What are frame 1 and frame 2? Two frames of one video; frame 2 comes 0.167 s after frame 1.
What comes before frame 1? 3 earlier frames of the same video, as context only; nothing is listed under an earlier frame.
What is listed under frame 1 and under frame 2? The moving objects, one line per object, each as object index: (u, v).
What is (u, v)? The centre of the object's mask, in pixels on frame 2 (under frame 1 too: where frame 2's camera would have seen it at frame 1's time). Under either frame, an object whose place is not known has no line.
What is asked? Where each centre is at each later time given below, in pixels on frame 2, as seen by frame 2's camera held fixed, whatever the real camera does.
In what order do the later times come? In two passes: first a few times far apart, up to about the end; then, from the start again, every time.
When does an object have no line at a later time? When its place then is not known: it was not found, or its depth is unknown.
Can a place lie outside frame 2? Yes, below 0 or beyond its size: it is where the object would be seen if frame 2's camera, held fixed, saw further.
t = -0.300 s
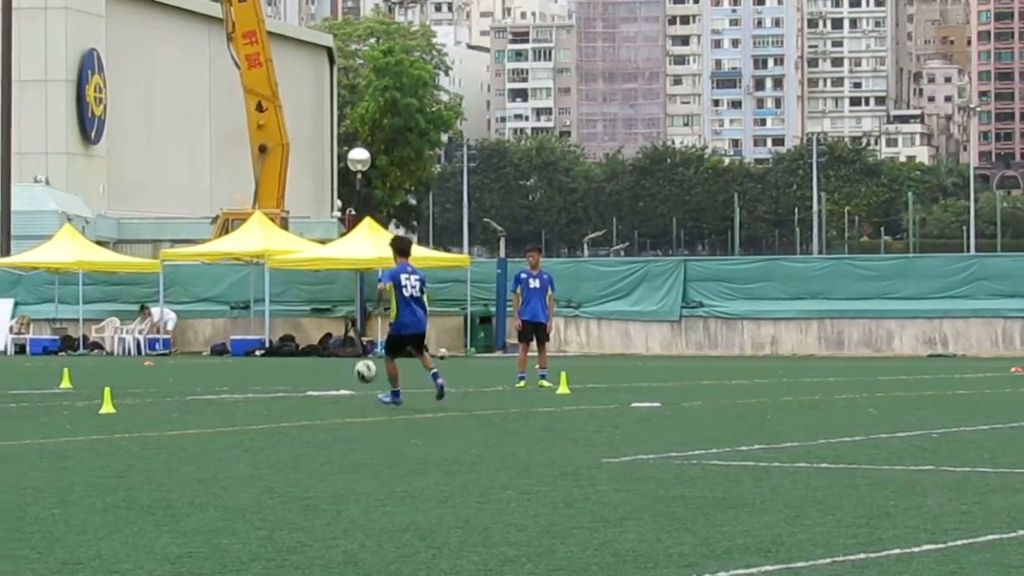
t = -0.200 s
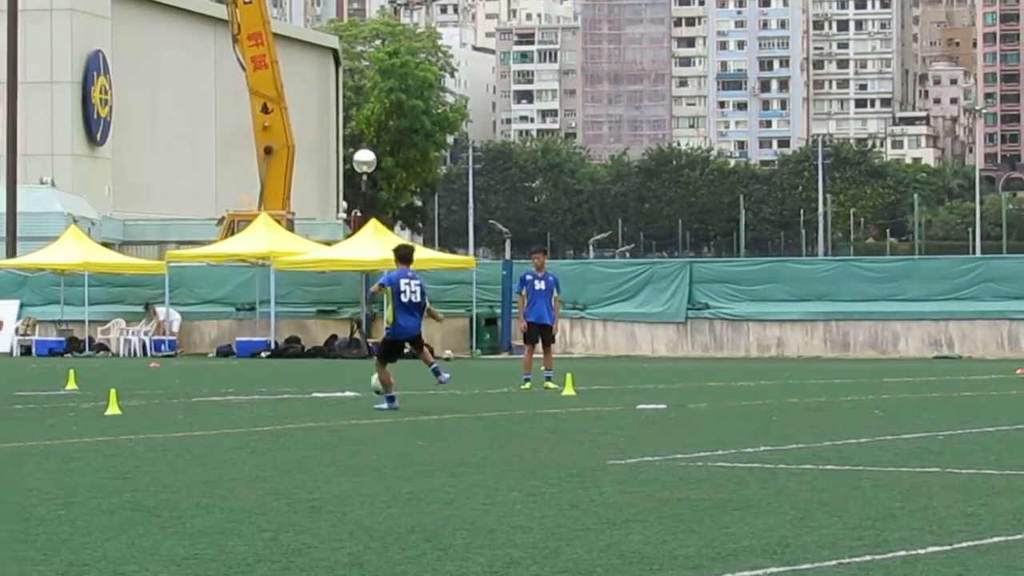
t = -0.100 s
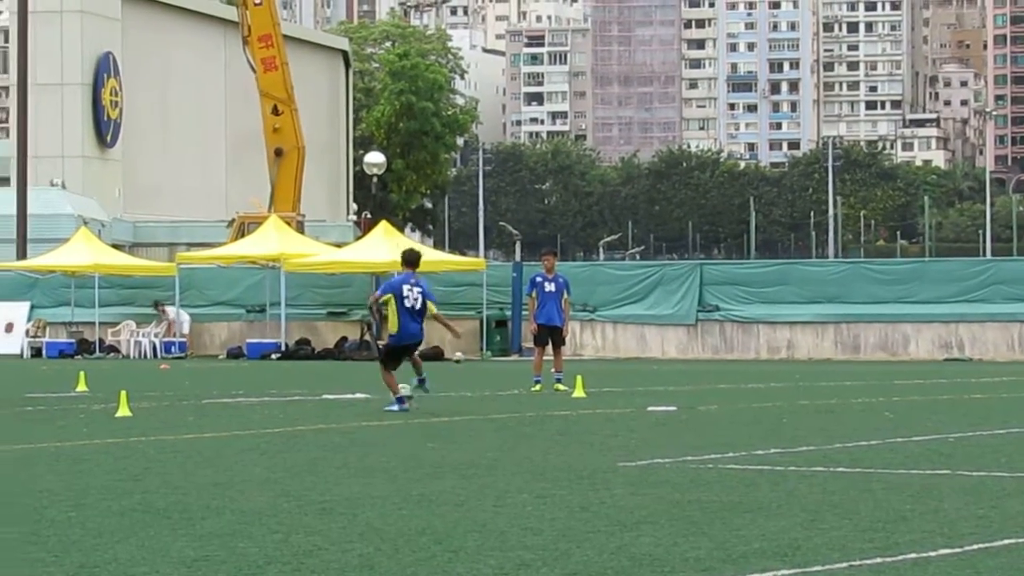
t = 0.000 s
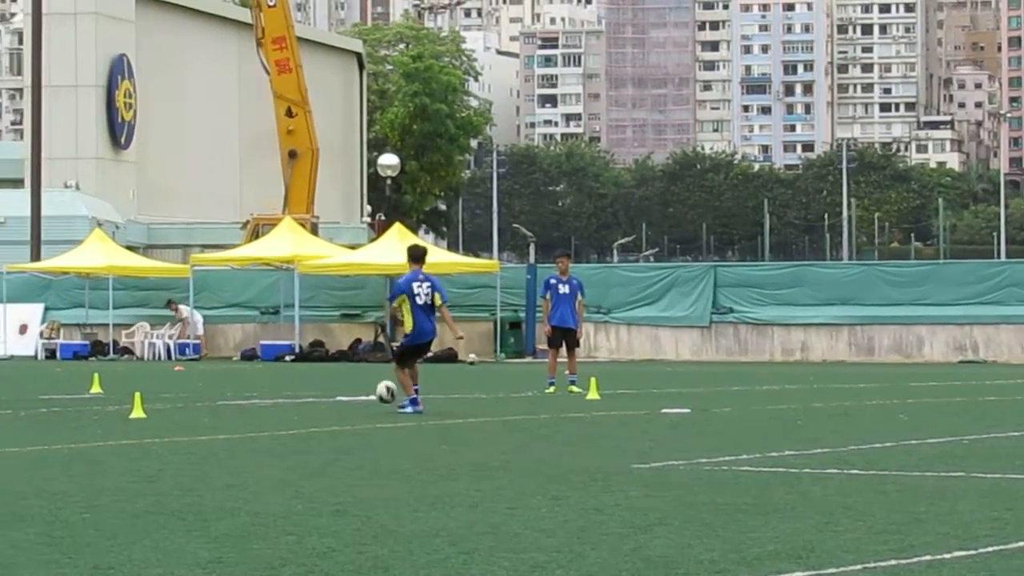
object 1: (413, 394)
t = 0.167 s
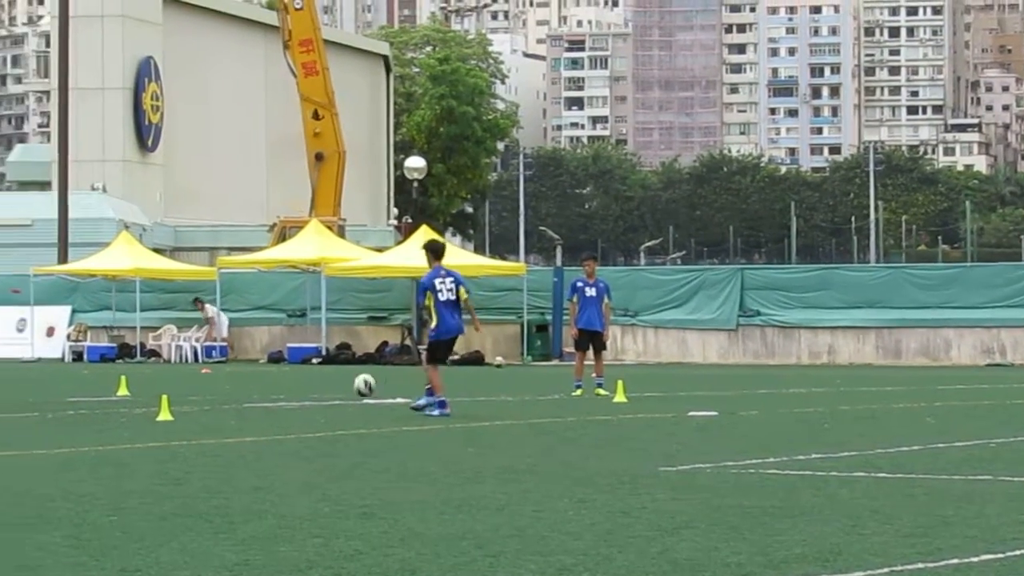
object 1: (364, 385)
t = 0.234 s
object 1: (345, 389)
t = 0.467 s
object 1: (273, 396)
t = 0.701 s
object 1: (197, 404)
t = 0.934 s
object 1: (124, 408)
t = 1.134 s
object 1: (61, 414)
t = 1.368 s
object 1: (-13, 420)
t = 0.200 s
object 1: (354, 386)
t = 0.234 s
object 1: (345, 389)
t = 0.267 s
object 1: (335, 393)
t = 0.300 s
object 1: (326, 398)
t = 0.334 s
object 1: (315, 404)
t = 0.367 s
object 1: (306, 404)
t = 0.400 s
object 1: (295, 399)
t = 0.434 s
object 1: (284, 397)
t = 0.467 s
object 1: (273, 396)
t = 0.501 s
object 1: (263, 396)
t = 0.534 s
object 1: (252, 397)
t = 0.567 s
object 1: (241, 399)
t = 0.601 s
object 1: (230, 403)
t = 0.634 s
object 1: (219, 408)
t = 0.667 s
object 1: (208, 406)
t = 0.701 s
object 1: (197, 404)
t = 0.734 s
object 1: (187, 403)
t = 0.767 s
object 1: (177, 402)
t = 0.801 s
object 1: (166, 404)
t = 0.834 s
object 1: (155, 406)
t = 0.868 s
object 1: (144, 410)
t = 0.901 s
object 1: (134, 410)
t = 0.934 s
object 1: (124, 408)
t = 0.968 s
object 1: (113, 407)
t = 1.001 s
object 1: (103, 406)
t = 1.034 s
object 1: (93, 407)
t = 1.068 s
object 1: (82, 410)
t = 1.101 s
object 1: (72, 414)
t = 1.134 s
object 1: (61, 414)
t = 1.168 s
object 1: (51, 413)
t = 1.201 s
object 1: (41, 413)
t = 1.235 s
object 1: (31, 415)
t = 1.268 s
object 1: (20, 417)
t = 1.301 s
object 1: (9, 417)
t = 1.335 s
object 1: (-2, 418)
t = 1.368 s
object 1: (-13, 420)
